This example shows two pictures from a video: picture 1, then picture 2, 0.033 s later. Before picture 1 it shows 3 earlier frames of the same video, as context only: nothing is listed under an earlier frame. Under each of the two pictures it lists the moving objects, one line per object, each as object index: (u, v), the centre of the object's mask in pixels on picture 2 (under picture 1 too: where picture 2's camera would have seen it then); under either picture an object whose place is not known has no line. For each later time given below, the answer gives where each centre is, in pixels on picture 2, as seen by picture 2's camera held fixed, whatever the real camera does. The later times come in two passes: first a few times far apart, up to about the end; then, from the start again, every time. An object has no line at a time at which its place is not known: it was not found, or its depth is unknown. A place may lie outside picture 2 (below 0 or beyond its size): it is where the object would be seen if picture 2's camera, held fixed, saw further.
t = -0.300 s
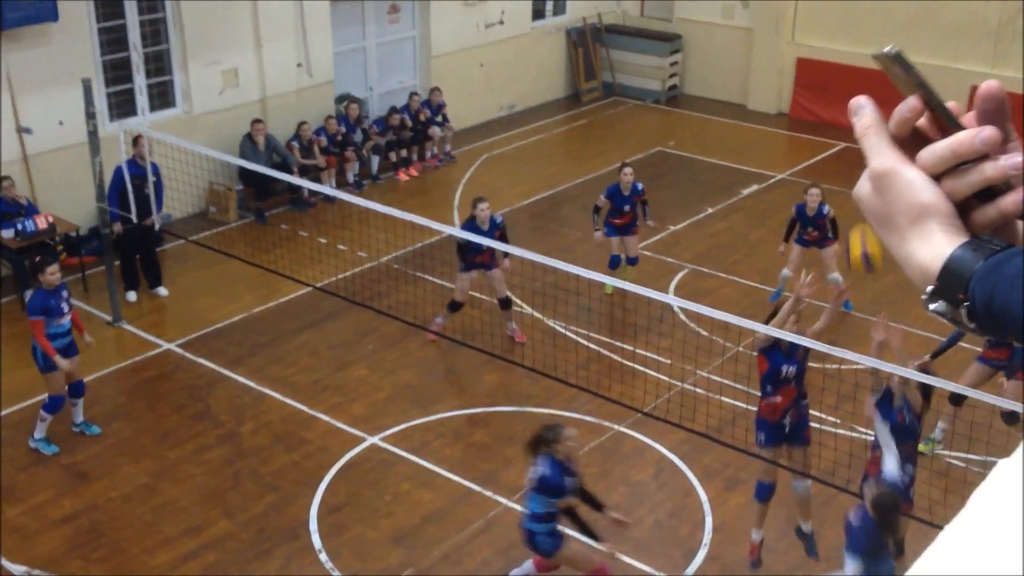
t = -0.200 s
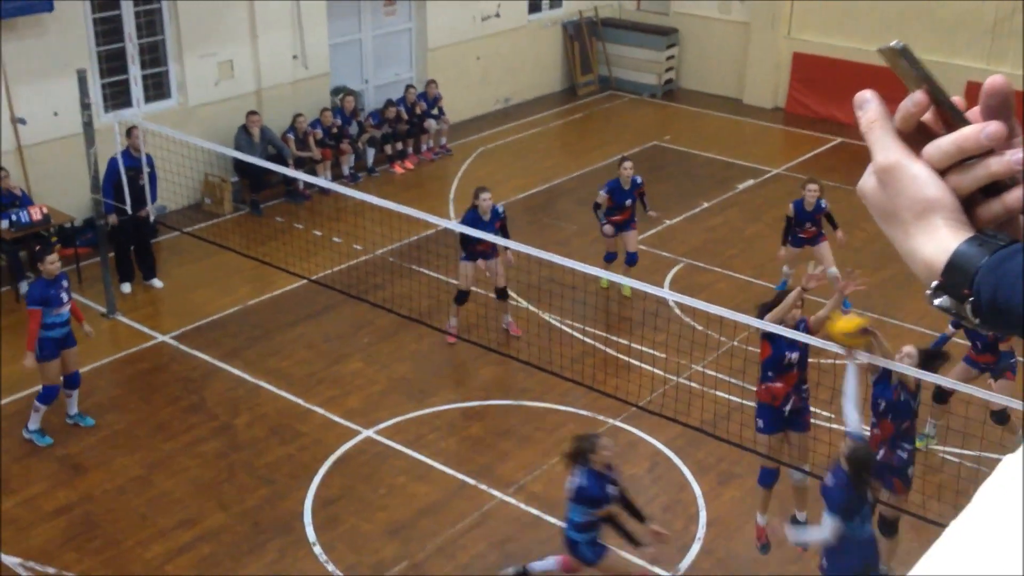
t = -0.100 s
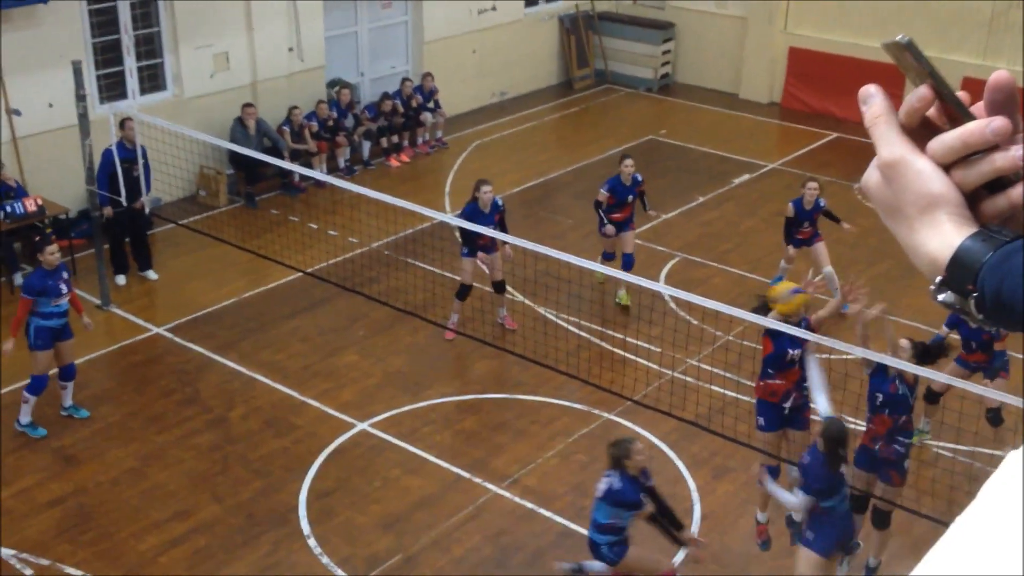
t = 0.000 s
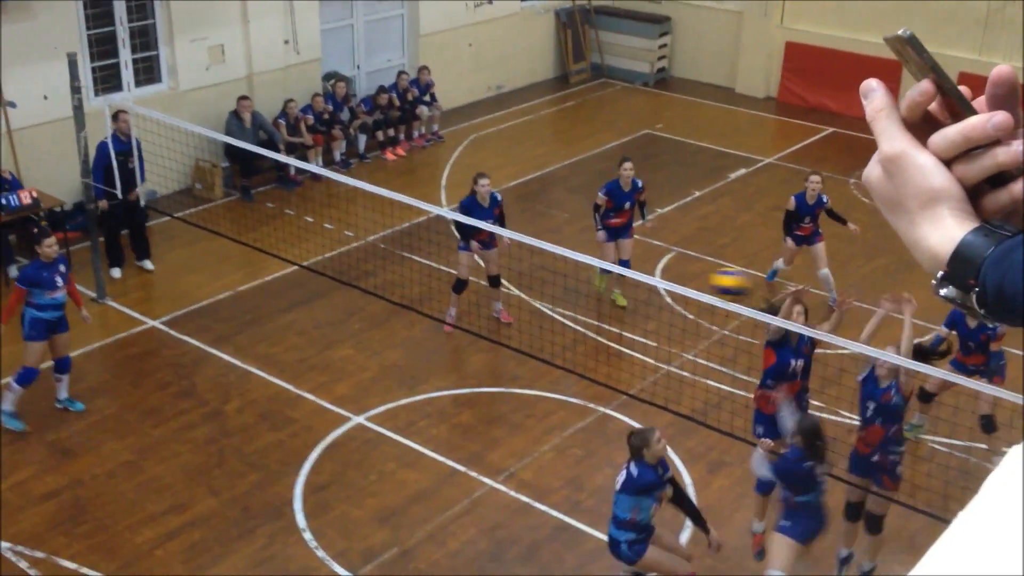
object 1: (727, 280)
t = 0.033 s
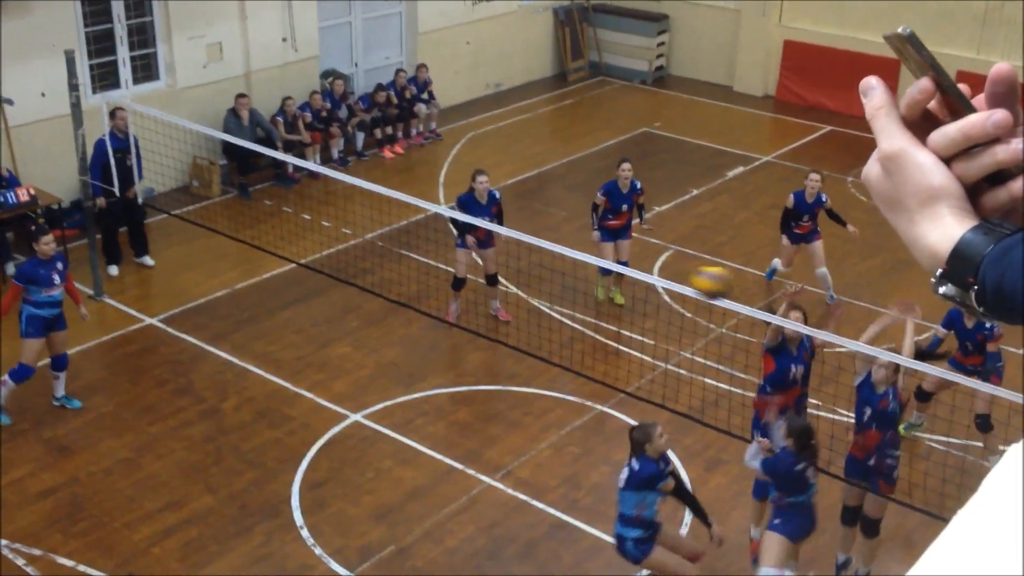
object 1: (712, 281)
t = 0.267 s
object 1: (591, 325)
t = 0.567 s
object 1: (462, 468)
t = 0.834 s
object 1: (379, 494)
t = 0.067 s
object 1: (695, 283)
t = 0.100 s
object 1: (677, 286)
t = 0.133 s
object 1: (660, 293)
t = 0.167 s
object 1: (641, 298)
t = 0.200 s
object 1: (626, 306)
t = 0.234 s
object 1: (608, 313)
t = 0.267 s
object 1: (591, 325)
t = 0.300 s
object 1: (576, 337)
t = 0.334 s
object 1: (561, 349)
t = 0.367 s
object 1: (546, 364)
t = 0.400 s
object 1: (532, 377)
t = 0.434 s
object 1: (515, 396)
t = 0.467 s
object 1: (502, 411)
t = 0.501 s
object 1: (487, 427)
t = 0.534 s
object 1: (475, 446)
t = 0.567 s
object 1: (462, 468)
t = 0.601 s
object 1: (446, 485)
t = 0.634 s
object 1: (434, 506)
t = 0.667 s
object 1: (423, 531)
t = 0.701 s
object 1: (411, 550)
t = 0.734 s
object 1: (402, 542)
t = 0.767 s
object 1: (396, 524)
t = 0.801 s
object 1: (388, 508)
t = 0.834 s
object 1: (379, 494)
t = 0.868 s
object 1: (371, 477)
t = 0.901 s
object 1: (363, 464)
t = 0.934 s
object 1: (356, 452)
